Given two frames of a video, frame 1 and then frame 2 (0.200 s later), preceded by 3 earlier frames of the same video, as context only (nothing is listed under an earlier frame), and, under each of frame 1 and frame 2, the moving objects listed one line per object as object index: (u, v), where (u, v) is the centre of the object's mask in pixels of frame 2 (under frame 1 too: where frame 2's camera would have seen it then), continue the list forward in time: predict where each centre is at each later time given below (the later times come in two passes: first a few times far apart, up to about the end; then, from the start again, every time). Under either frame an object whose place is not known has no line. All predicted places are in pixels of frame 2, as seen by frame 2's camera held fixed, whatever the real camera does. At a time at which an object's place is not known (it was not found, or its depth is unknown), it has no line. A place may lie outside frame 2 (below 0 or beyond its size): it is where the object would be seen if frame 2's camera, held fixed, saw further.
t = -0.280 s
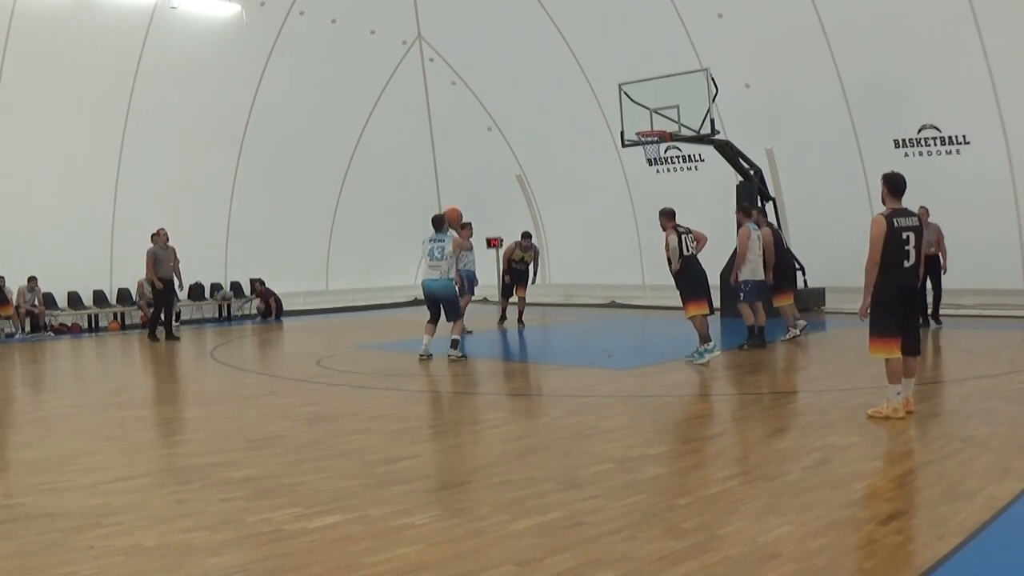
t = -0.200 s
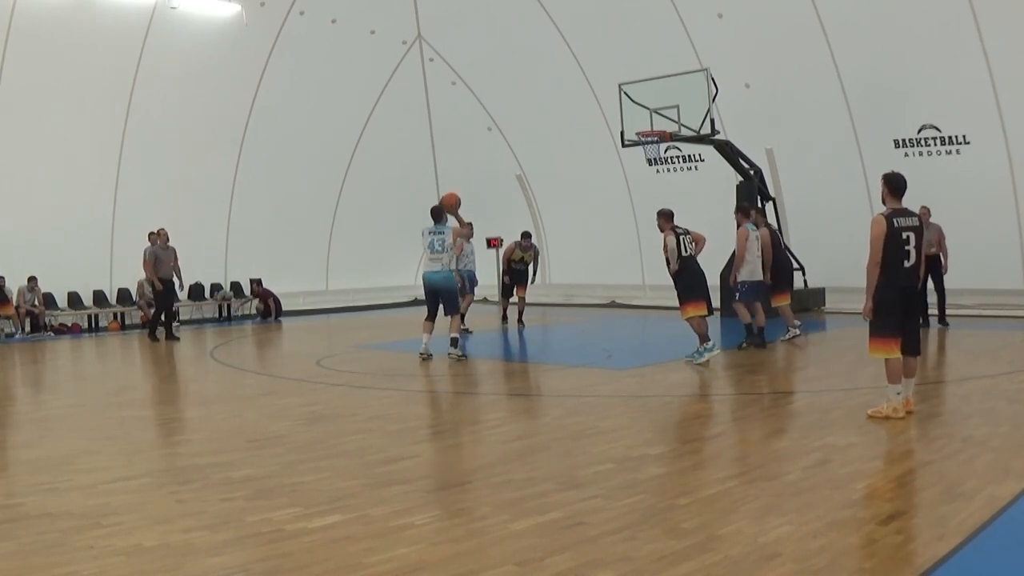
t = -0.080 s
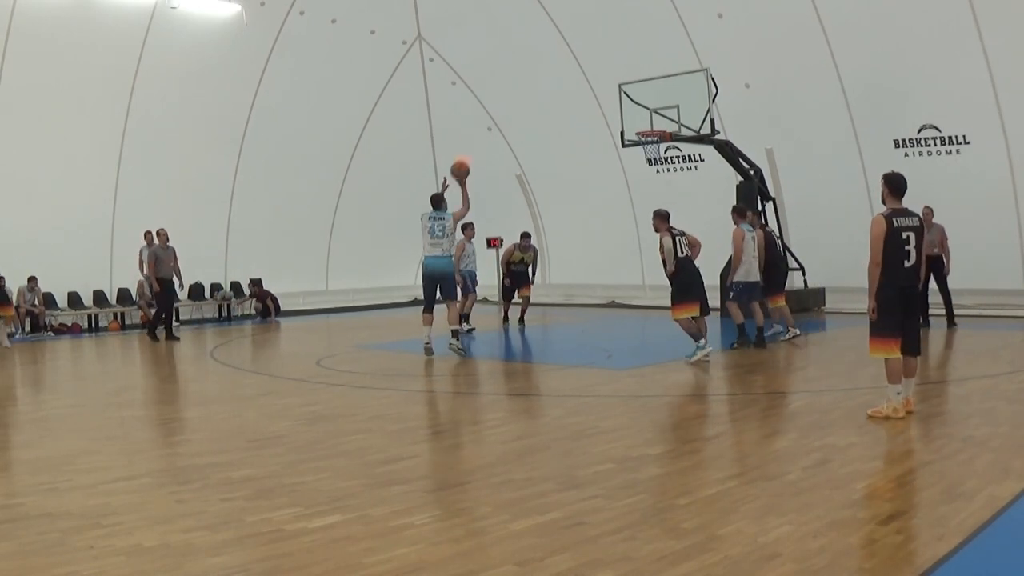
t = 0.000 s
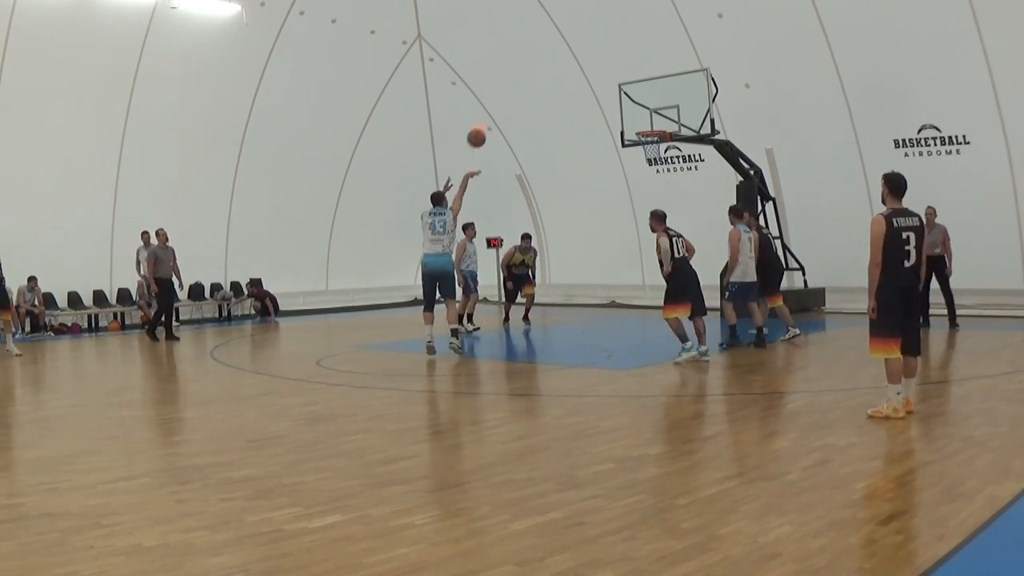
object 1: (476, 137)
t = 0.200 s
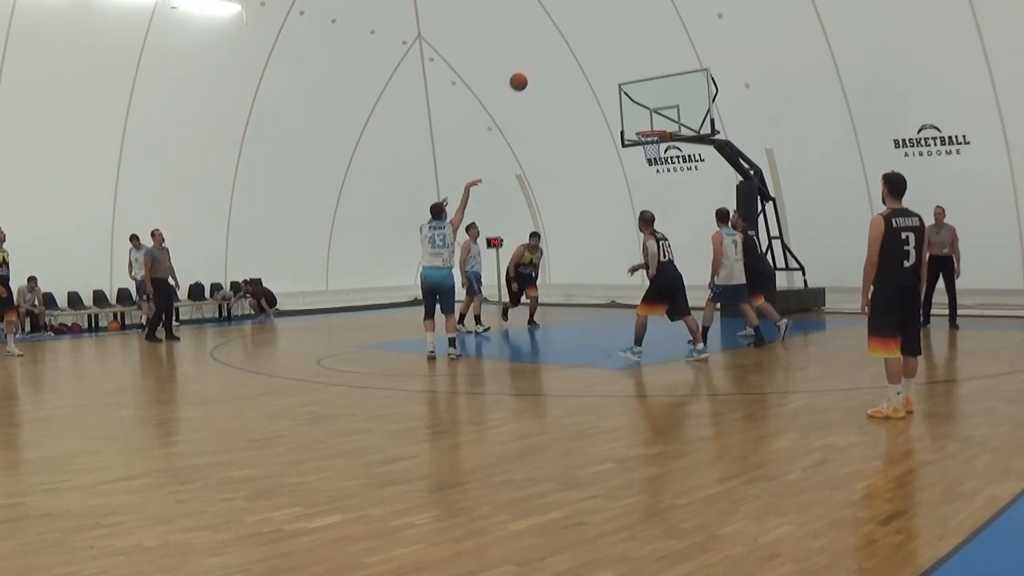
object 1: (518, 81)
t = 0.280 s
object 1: (534, 69)
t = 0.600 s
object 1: (592, 64)
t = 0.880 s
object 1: (638, 114)
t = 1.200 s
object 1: (626, 115)
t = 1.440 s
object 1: (590, 130)
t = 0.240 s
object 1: (526, 75)
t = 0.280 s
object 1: (534, 69)
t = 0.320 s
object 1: (542, 64)
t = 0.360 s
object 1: (549, 61)
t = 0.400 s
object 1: (557, 59)
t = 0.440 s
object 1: (564, 58)
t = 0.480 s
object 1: (571, 58)
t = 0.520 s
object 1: (578, 59)
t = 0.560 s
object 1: (585, 61)
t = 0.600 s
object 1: (592, 64)
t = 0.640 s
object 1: (599, 69)
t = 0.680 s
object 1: (606, 74)
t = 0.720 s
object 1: (613, 80)
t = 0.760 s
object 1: (619, 87)
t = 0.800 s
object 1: (626, 95)
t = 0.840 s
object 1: (632, 104)
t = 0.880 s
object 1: (638, 114)
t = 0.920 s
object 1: (645, 124)
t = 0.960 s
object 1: (651, 127)
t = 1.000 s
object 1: (656, 128)
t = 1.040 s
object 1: (651, 124)
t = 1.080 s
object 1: (644, 120)
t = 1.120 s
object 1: (638, 117)
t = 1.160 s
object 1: (632, 116)
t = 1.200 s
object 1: (626, 115)
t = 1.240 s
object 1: (620, 115)
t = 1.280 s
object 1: (614, 116)
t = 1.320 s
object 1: (608, 118)
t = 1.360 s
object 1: (602, 121)
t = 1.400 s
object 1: (596, 125)
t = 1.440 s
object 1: (590, 130)
